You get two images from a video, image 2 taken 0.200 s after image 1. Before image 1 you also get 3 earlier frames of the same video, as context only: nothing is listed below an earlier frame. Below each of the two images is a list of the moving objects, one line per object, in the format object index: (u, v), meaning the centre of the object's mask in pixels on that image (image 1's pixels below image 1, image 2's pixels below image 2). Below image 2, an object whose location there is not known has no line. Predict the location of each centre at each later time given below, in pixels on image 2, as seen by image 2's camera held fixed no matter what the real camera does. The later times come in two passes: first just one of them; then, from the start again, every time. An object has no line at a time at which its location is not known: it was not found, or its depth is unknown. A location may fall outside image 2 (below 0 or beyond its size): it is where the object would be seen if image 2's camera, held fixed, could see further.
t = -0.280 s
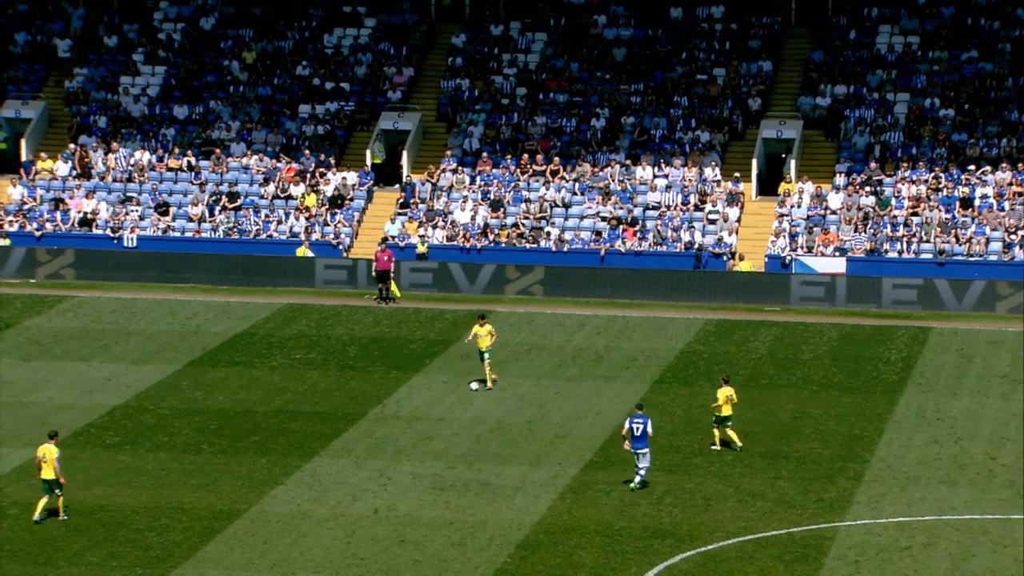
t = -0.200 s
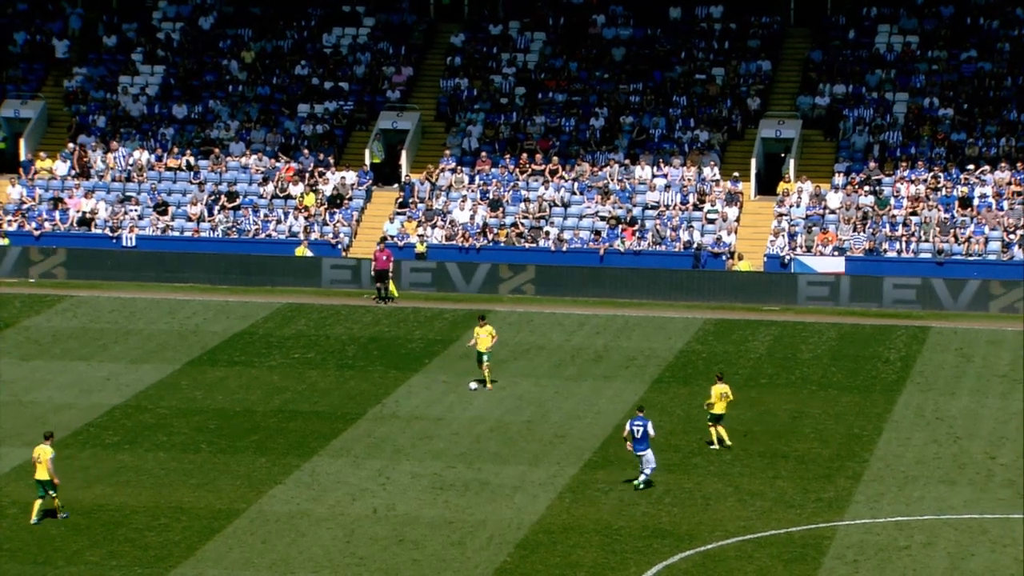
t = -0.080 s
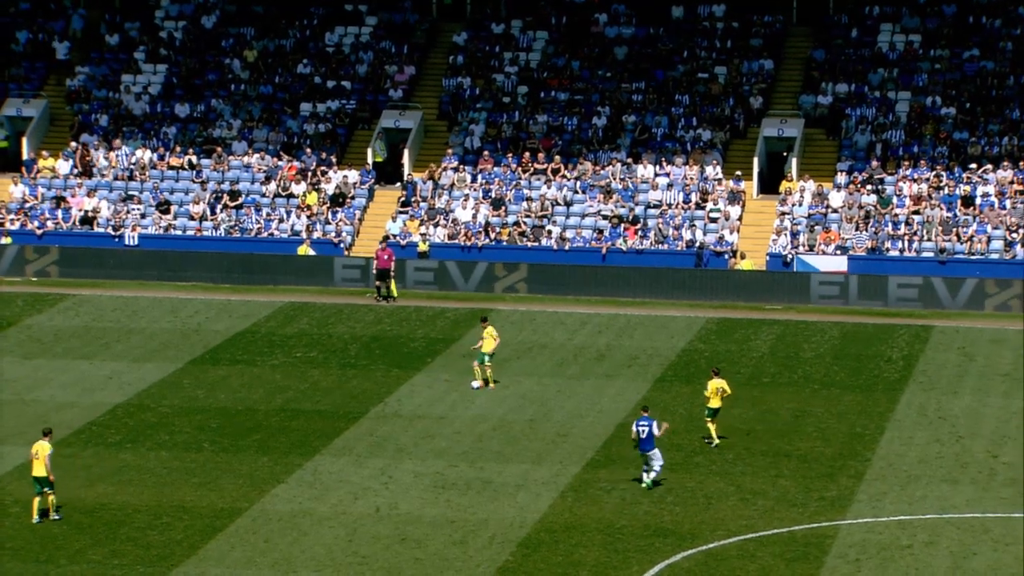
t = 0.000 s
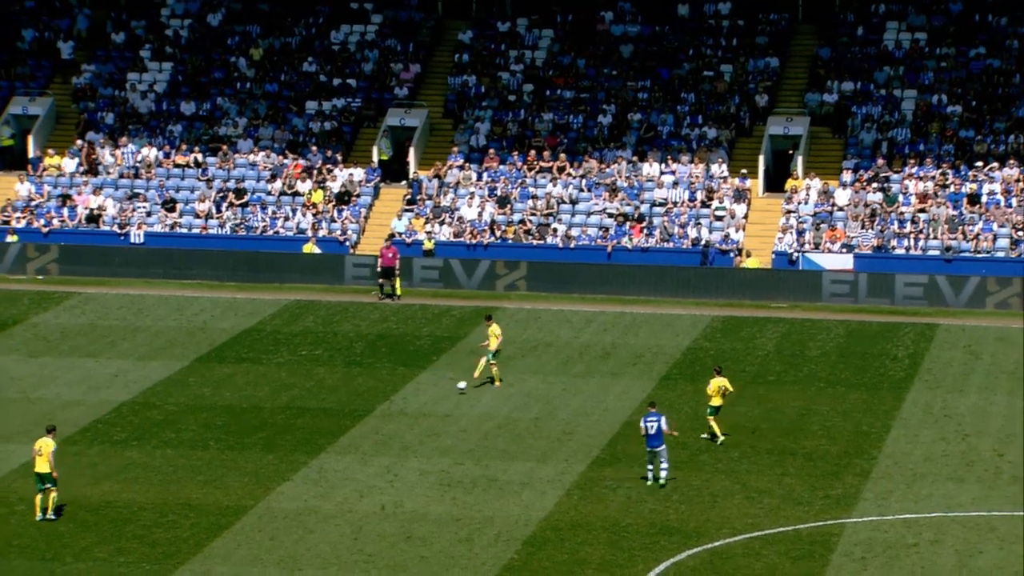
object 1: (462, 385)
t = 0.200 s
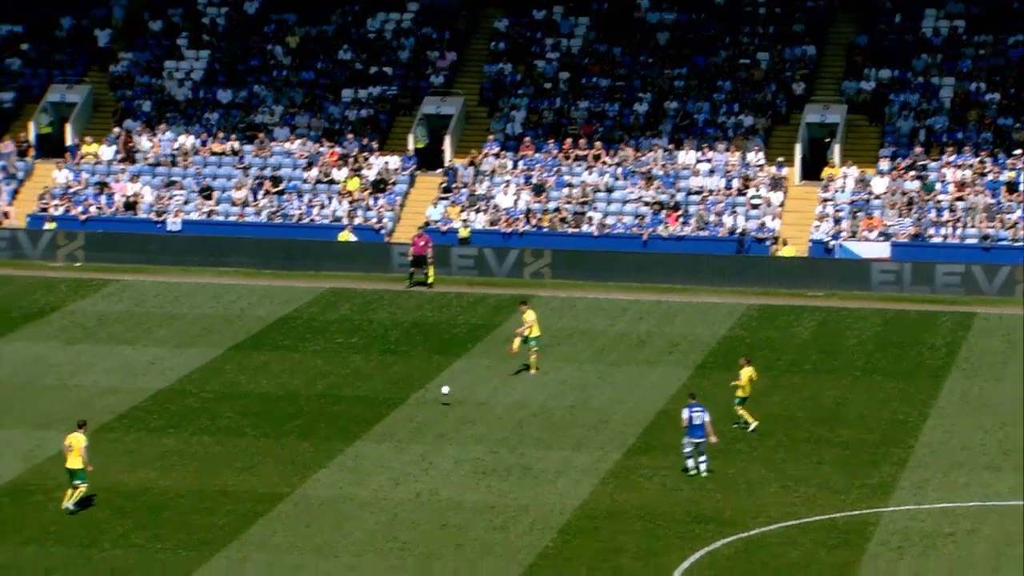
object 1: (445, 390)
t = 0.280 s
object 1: (425, 402)
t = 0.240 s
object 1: (435, 396)
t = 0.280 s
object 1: (425, 402)
